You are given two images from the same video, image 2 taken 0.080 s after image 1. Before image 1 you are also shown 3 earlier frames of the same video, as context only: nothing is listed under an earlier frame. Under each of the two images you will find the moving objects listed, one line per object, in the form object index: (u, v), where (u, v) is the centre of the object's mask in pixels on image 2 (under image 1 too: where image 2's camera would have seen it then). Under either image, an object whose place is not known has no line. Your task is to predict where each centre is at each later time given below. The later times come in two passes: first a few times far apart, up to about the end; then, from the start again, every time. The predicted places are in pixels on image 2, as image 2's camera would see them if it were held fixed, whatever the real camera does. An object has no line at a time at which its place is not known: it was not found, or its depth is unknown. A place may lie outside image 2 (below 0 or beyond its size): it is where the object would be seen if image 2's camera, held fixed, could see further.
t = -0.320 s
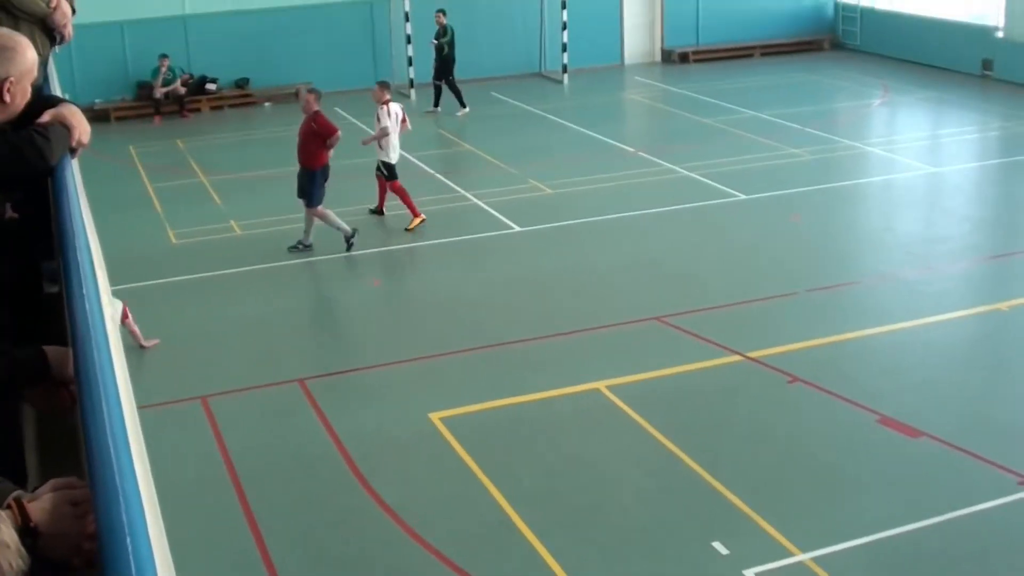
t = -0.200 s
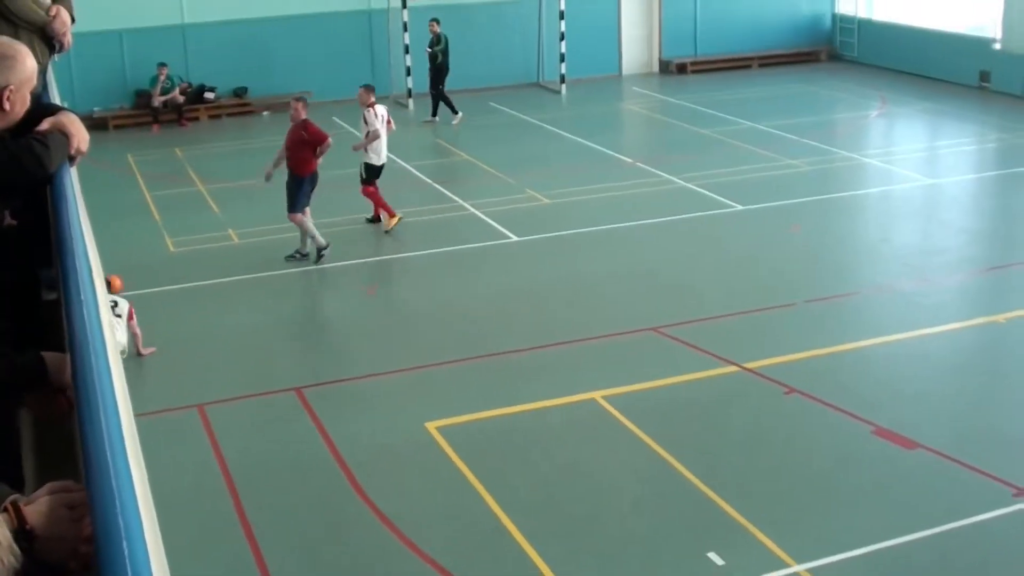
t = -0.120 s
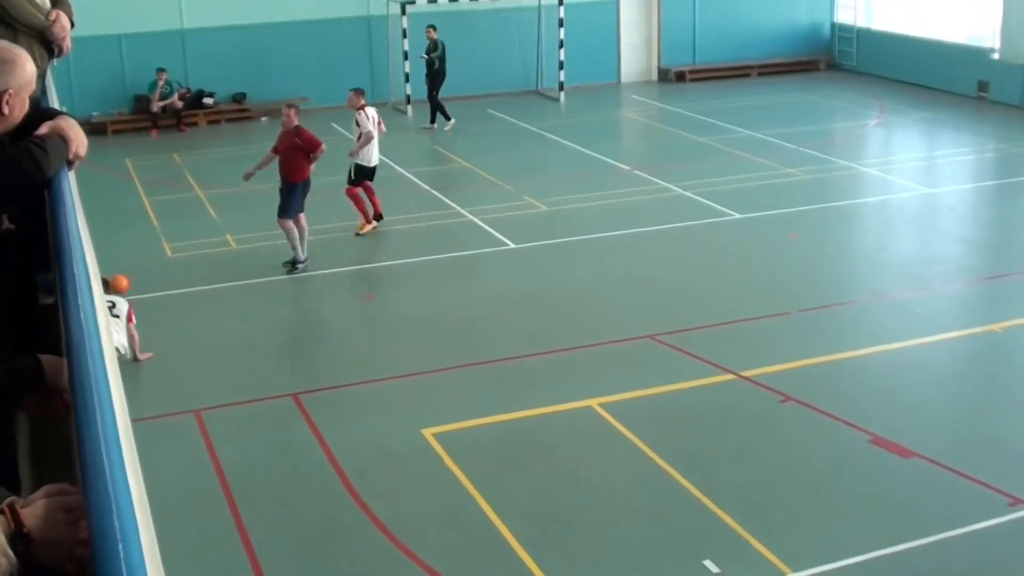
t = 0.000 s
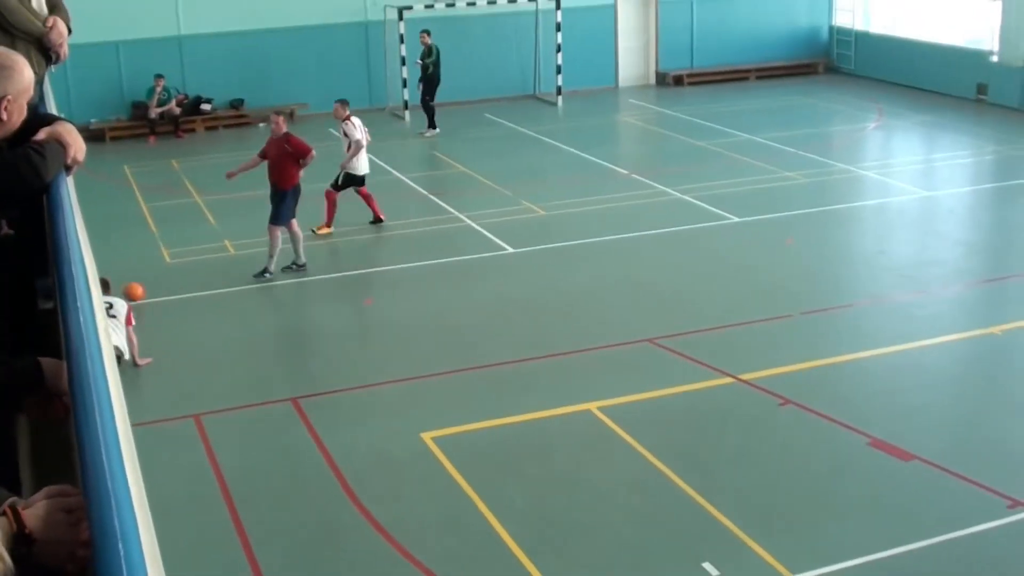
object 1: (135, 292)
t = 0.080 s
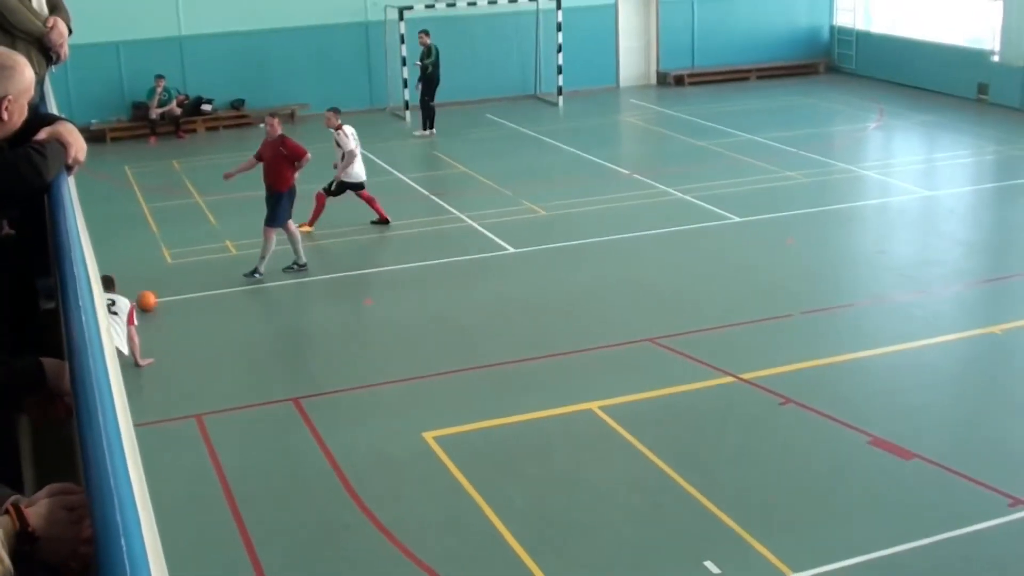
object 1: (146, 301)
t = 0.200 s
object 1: (161, 299)
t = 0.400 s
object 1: (186, 305)
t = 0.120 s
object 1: (151, 299)
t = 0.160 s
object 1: (156, 299)
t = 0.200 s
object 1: (161, 299)
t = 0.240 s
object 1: (166, 303)
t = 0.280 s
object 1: (171, 303)
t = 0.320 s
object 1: (175, 304)
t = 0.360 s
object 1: (181, 305)
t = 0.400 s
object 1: (186, 305)
